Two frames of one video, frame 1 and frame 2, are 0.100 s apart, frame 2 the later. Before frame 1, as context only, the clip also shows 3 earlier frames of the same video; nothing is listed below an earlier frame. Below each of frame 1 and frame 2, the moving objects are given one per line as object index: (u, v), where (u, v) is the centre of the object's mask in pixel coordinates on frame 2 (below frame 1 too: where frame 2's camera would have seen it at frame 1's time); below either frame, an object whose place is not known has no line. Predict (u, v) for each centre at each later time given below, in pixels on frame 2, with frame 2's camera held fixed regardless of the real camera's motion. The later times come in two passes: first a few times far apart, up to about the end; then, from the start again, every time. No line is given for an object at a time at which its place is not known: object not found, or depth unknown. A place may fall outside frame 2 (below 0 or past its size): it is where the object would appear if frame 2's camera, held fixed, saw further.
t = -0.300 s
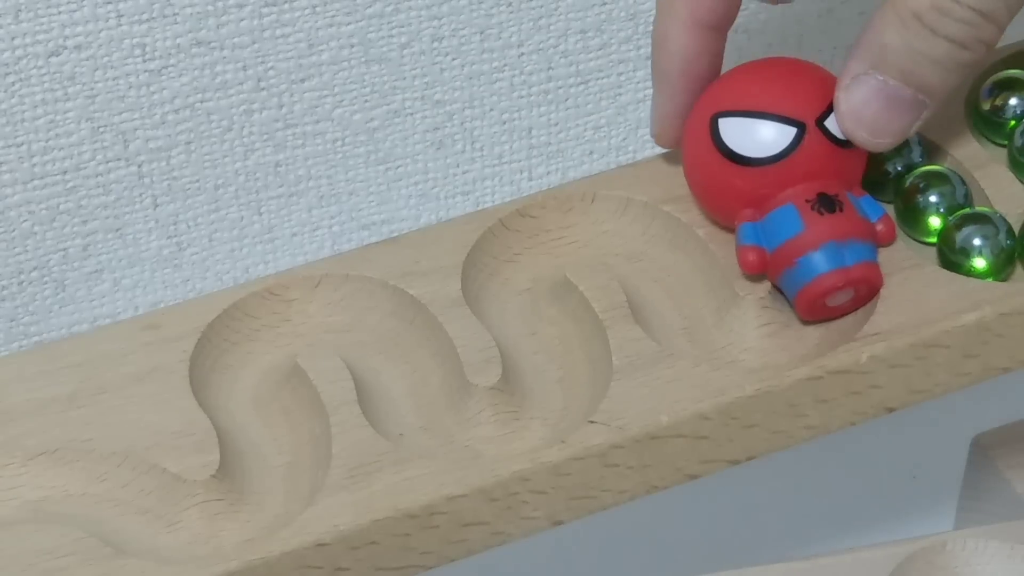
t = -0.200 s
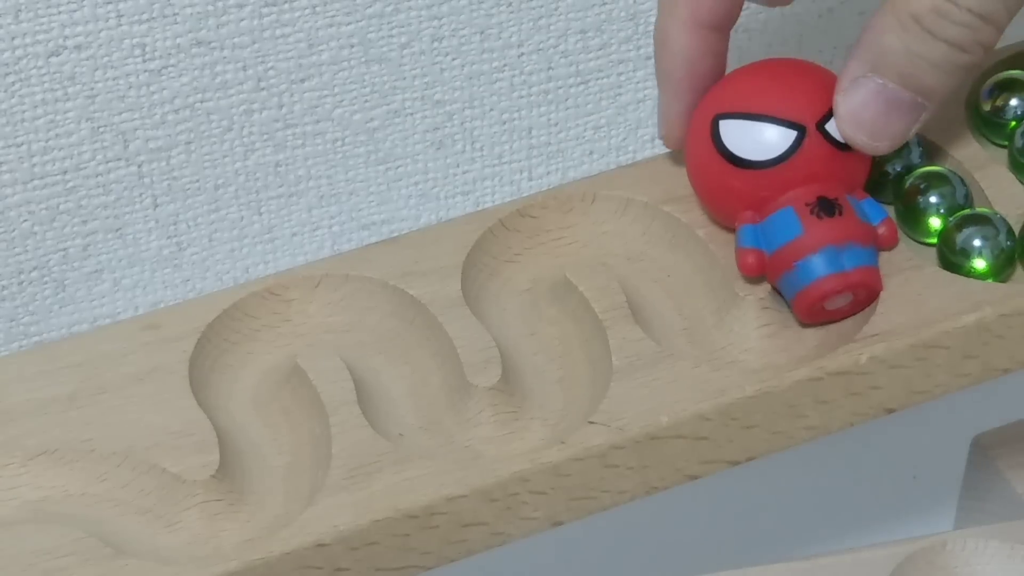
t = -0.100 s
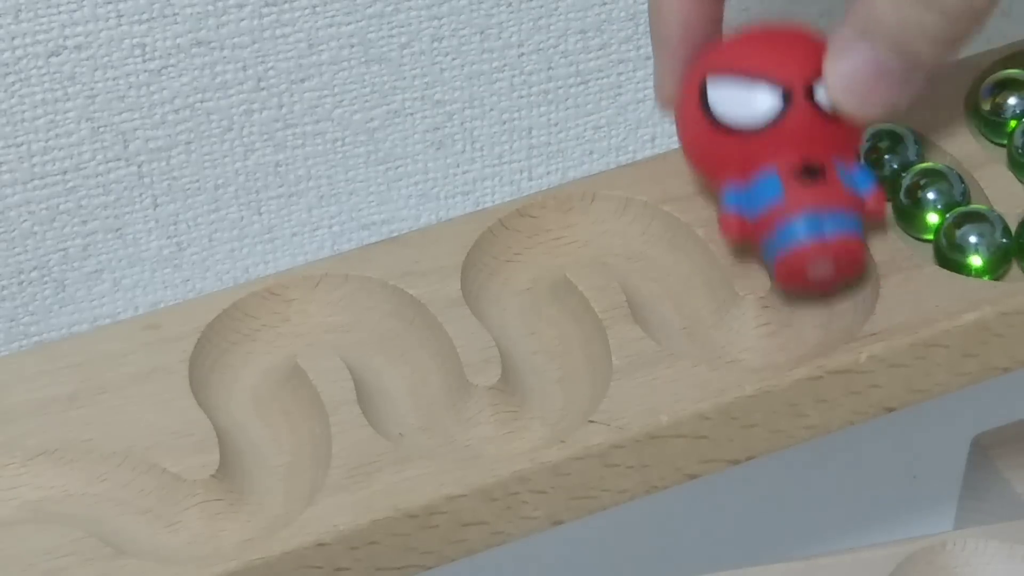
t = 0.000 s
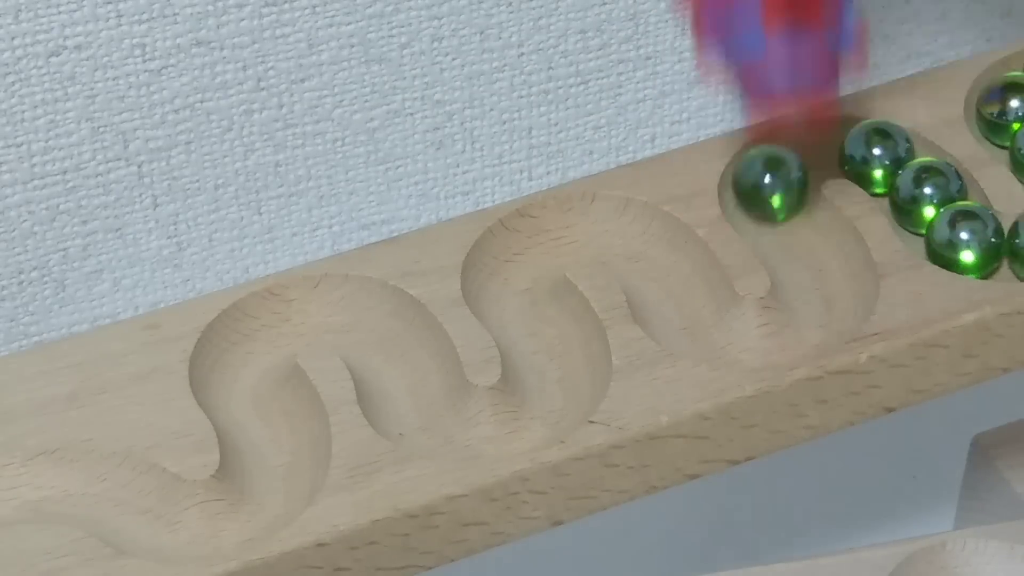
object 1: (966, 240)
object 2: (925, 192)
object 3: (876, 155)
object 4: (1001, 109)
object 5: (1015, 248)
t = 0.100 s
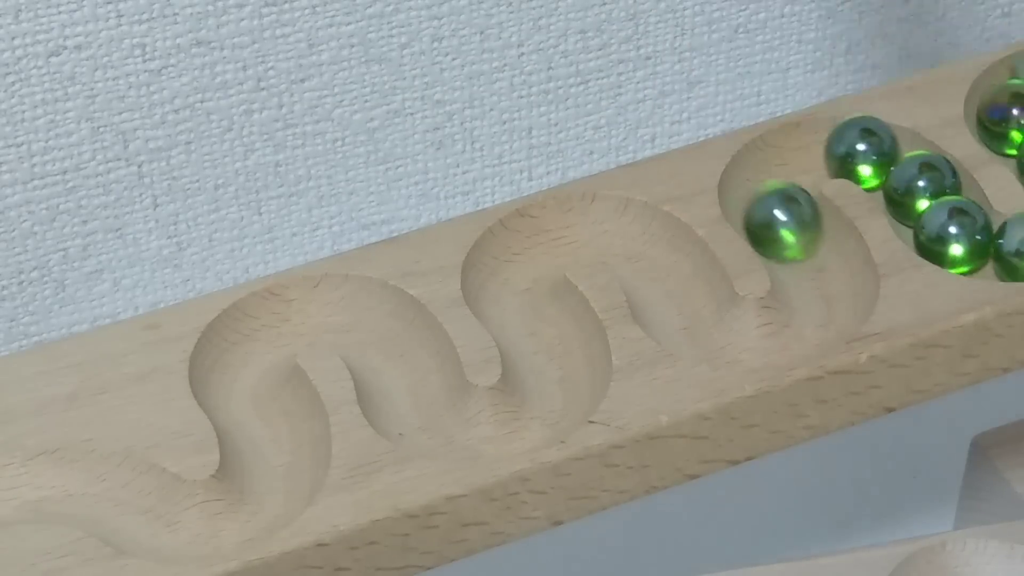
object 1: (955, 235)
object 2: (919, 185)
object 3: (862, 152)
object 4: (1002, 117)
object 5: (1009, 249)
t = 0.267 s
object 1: (938, 217)
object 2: (900, 169)
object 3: (805, 156)
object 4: (1009, 138)
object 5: (996, 248)
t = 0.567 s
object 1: (897, 167)
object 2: (808, 154)
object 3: (827, 281)
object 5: (936, 213)
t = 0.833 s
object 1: (786, 164)
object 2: (820, 270)
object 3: (673, 288)
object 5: (875, 155)
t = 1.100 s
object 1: (831, 297)
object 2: (678, 297)
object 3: (509, 263)
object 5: (776, 217)
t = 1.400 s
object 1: (646, 248)
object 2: (515, 299)
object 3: (456, 428)
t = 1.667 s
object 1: (552, 324)
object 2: (432, 420)
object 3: (287, 314)
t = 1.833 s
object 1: (497, 425)
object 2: (365, 322)
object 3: (284, 425)
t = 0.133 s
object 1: (952, 232)
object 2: (916, 182)
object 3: (856, 151)
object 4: (1003, 121)
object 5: (1008, 249)
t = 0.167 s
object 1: (948, 229)
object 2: (912, 179)
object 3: (847, 149)
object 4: (1004, 127)
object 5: (1005, 249)
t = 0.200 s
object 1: (945, 226)
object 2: (909, 175)
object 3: (836, 149)
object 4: (1006, 131)
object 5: (1003, 248)
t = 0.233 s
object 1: (941, 222)
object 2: (905, 172)
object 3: (822, 151)
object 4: (1008, 135)
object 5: (1000, 248)
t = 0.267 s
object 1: (938, 217)
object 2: (900, 169)
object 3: (805, 156)
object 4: (1009, 138)
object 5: (996, 248)
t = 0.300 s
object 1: (935, 212)
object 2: (895, 166)
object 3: (788, 162)
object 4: (1012, 143)
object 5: (991, 247)
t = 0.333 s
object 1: (932, 206)
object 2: (890, 162)
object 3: (777, 173)
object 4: (1013, 146)
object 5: (984, 245)
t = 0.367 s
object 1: (928, 200)
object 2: (884, 158)
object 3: (770, 189)
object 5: (975, 243)
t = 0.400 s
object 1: (925, 194)
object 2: (876, 156)
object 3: (769, 206)
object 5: (967, 240)
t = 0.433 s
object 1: (919, 188)
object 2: (866, 152)
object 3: (780, 220)
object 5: (959, 237)
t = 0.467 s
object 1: (915, 182)
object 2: (855, 151)
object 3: (800, 232)
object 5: (952, 232)
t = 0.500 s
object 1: (909, 176)
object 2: (841, 149)
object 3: (811, 246)
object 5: (945, 227)
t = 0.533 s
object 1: (904, 172)
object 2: (825, 149)
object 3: (816, 263)
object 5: (939, 220)
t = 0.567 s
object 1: (897, 167)
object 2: (808, 154)
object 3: (827, 281)
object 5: (936, 213)
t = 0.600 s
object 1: (890, 163)
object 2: (790, 164)
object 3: (831, 295)
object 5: (932, 205)
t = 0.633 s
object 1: (882, 158)
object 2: (773, 175)
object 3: (817, 311)
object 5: (927, 197)
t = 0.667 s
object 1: (871, 153)
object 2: (766, 190)
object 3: (796, 327)
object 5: (921, 188)
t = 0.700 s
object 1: (860, 151)
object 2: (772, 208)
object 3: (768, 335)
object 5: (914, 180)
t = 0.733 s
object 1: (843, 149)
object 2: (784, 224)
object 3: (736, 336)
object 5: (905, 173)
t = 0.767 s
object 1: (825, 149)
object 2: (804, 238)
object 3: (707, 327)
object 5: (896, 166)
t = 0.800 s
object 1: (805, 156)
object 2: (817, 253)
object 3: (681, 310)
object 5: (886, 161)
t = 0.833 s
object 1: (786, 164)
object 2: (820, 270)
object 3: (673, 288)
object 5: (875, 155)
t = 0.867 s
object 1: (771, 177)
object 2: (826, 290)
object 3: (673, 267)
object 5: (862, 150)
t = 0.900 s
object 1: (768, 196)
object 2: (827, 305)
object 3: (660, 253)
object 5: (847, 148)
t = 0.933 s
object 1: (773, 214)
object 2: (808, 321)
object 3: (634, 243)
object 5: (827, 148)
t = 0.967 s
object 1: (791, 230)
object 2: (777, 334)
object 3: (610, 230)
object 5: (805, 154)
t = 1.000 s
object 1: (811, 241)
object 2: (744, 337)
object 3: (587, 220)
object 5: (786, 165)
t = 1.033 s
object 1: (817, 259)
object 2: (712, 331)
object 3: (561, 229)
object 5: (770, 180)
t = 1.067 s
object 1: (822, 279)
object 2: (691, 318)
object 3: (533, 246)
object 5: (766, 199)
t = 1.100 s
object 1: (831, 297)
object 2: (678, 297)
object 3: (509, 263)
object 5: (776, 217)
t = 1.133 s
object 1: (823, 312)
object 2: (673, 273)
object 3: (506, 285)
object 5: (798, 233)
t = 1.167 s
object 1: (798, 326)
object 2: (658, 255)
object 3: (528, 308)
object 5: (812, 245)
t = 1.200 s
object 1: (764, 336)
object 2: (634, 241)
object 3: (548, 325)
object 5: (818, 264)
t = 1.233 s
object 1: (729, 335)
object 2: (609, 227)
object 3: (554, 350)
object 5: (825, 286)
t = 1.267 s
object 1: (703, 328)
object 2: (581, 222)
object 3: (562, 377)
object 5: (829, 303)
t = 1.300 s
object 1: (683, 308)
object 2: (549, 234)
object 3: (559, 395)
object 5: (815, 318)
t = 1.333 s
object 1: (675, 285)
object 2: (520, 253)
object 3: (533, 414)
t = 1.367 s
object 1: (667, 263)
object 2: (503, 274)
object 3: (496, 426)
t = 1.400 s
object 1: (646, 248)
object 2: (515, 299)
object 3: (456, 428)
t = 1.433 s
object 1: (620, 233)
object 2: (542, 319)
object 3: (425, 417)
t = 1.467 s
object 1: (594, 222)
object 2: (559, 337)
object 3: (410, 394)
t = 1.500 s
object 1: (565, 226)
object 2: (558, 364)
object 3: (408, 366)
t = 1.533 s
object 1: (536, 245)
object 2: (556, 392)
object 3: (399, 342)
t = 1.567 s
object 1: (509, 264)
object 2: (543, 408)
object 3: (376, 327)
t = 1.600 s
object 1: (503, 285)
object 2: (511, 423)
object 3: (348, 311)
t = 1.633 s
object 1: (529, 292)
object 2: (467, 428)
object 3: (319, 302)
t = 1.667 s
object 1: (552, 324)
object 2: (432, 420)
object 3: (287, 314)
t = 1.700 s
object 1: (558, 349)
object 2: (407, 401)
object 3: (257, 339)
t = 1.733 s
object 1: (557, 375)
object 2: (409, 376)
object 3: (235, 364)
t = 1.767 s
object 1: (555, 398)
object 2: (410, 351)
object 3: (243, 388)
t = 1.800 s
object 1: (534, 414)
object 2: (390, 338)
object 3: (271, 409)
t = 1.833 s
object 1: (497, 425)
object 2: (365, 322)
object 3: (284, 425)
